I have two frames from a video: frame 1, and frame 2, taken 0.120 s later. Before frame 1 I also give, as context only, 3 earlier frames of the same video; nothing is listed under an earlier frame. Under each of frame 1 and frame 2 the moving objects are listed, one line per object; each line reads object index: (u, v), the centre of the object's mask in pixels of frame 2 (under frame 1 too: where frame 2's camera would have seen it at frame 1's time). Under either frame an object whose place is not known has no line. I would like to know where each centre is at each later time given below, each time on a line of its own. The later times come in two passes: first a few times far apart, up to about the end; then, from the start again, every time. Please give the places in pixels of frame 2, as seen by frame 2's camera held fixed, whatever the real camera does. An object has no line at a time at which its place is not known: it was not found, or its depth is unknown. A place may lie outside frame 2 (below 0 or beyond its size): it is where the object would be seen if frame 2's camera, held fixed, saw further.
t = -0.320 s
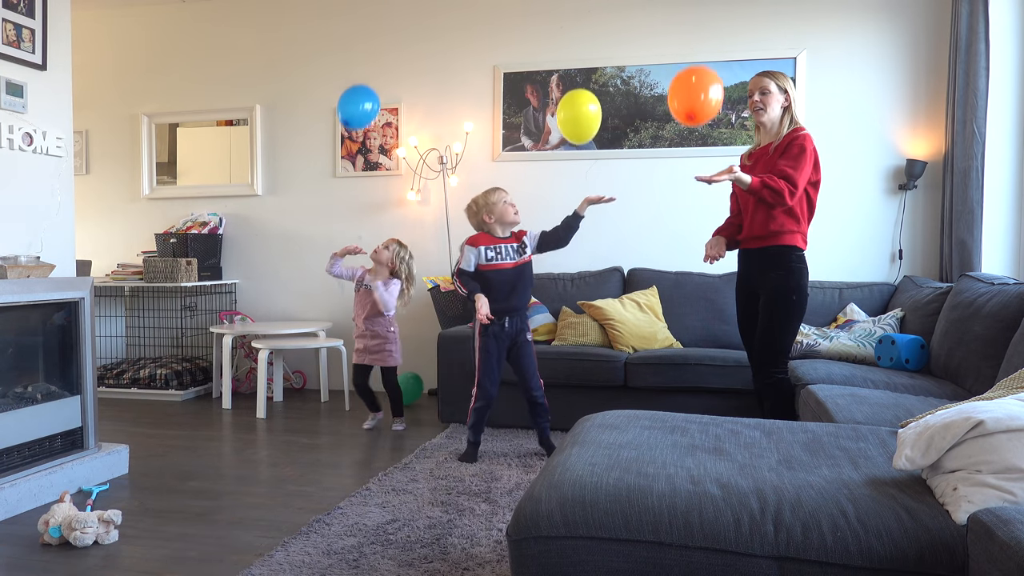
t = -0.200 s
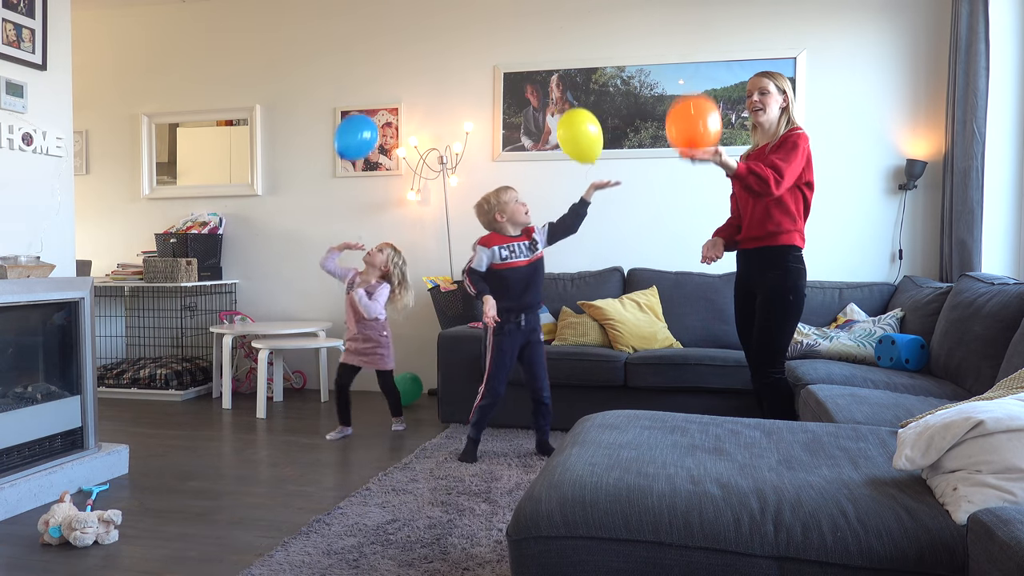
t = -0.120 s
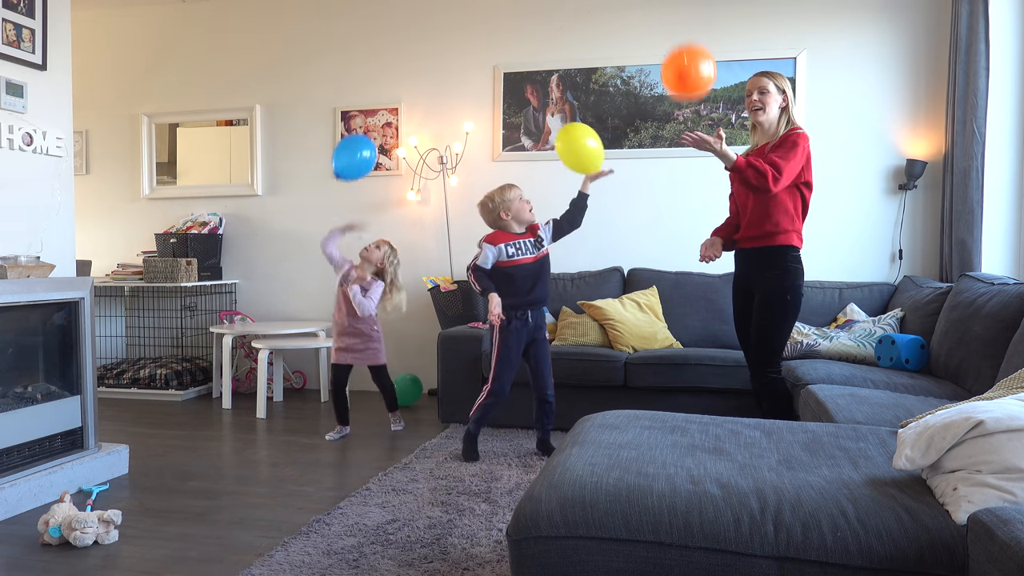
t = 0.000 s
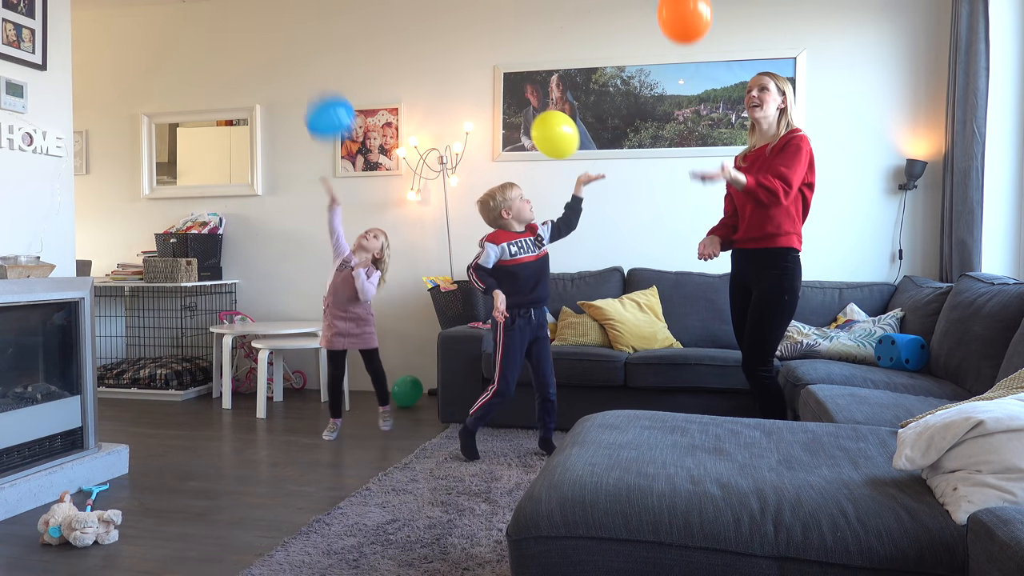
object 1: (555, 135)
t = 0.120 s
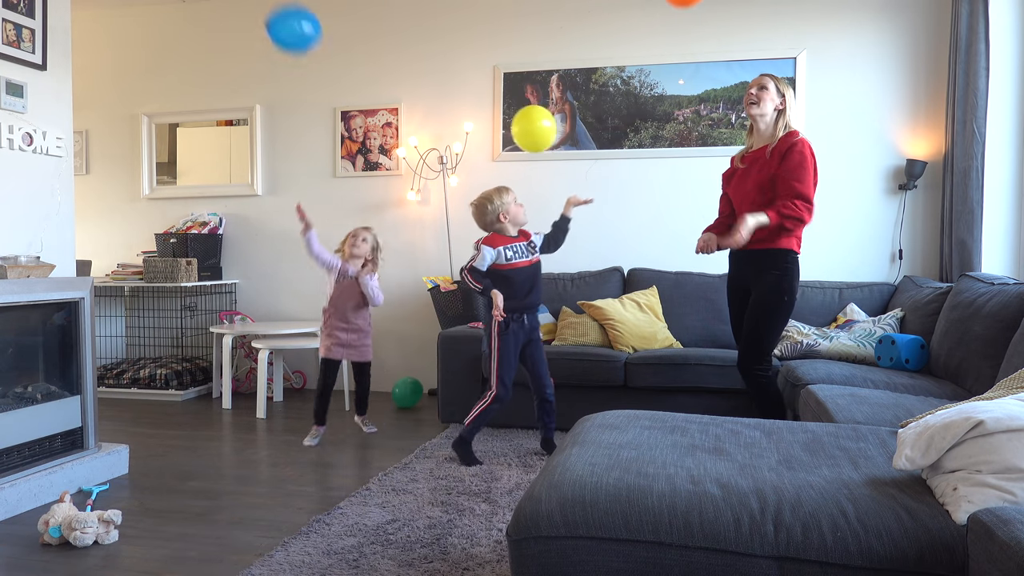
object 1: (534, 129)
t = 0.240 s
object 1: (517, 130)
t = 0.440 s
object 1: (490, 145)
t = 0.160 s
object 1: (527, 128)
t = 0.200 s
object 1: (522, 129)
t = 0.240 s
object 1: (517, 130)
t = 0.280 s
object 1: (511, 131)
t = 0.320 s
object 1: (505, 134)
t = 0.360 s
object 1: (500, 137)
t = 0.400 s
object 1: (495, 141)
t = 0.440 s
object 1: (490, 145)
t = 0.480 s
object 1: (486, 151)
